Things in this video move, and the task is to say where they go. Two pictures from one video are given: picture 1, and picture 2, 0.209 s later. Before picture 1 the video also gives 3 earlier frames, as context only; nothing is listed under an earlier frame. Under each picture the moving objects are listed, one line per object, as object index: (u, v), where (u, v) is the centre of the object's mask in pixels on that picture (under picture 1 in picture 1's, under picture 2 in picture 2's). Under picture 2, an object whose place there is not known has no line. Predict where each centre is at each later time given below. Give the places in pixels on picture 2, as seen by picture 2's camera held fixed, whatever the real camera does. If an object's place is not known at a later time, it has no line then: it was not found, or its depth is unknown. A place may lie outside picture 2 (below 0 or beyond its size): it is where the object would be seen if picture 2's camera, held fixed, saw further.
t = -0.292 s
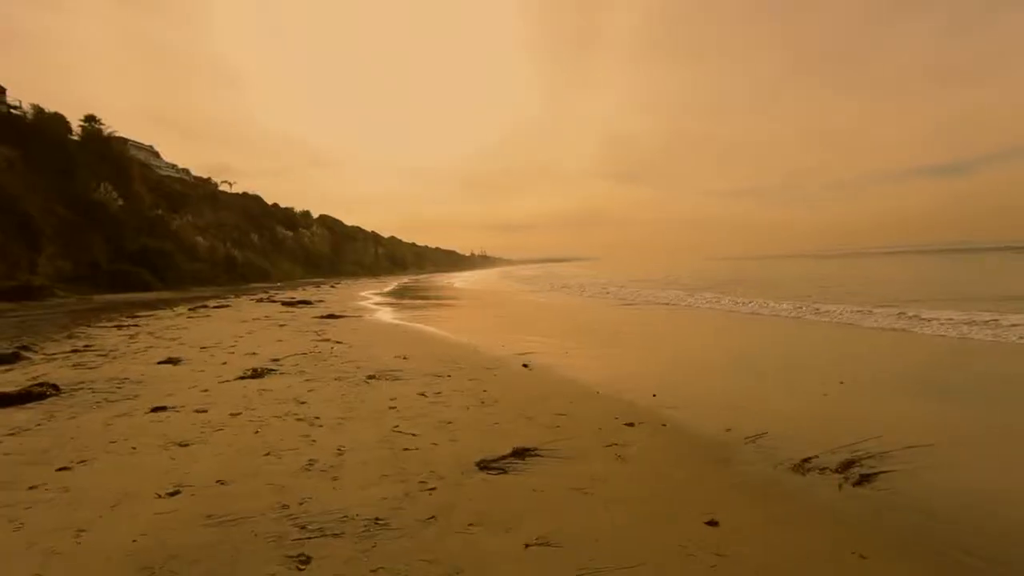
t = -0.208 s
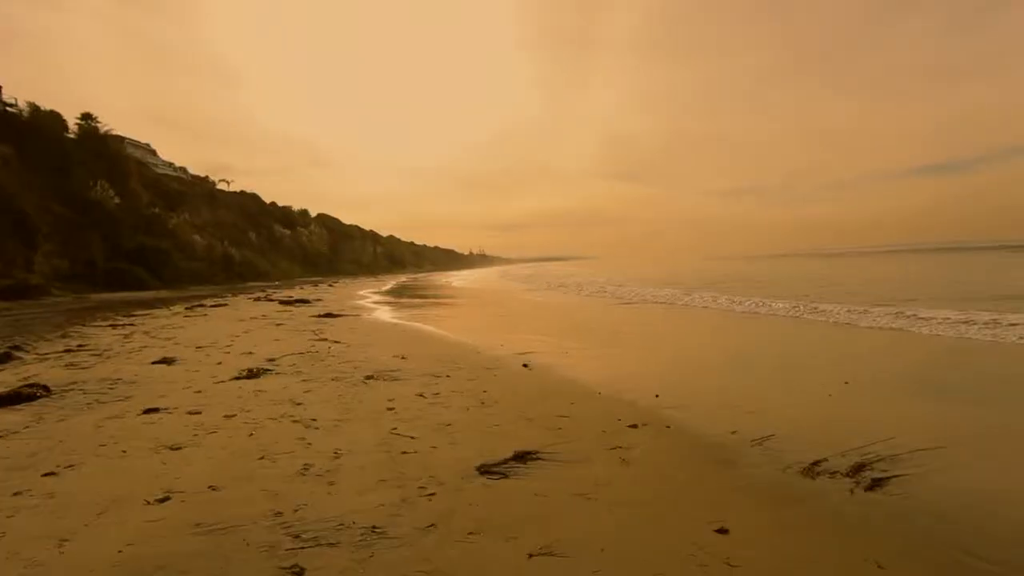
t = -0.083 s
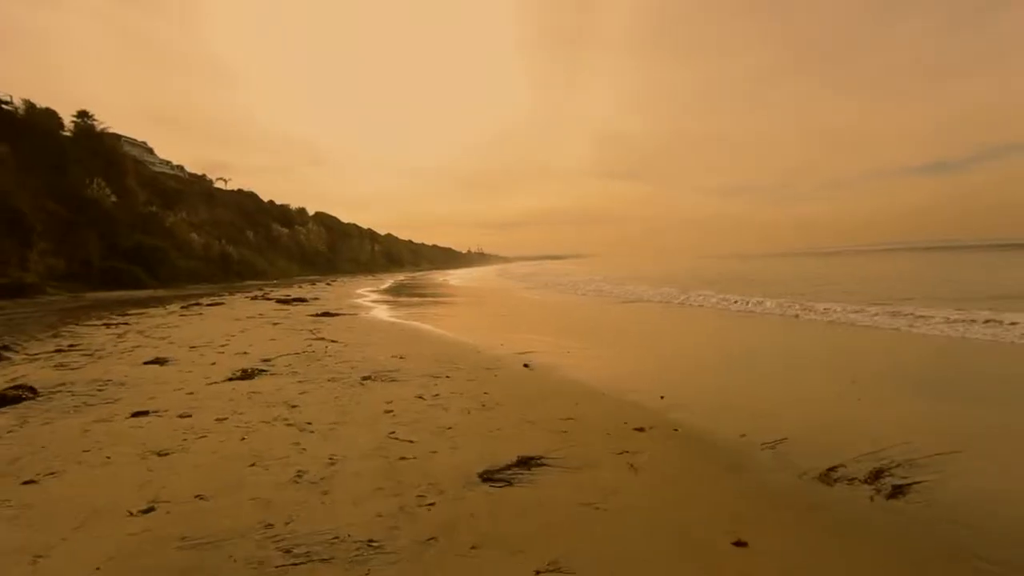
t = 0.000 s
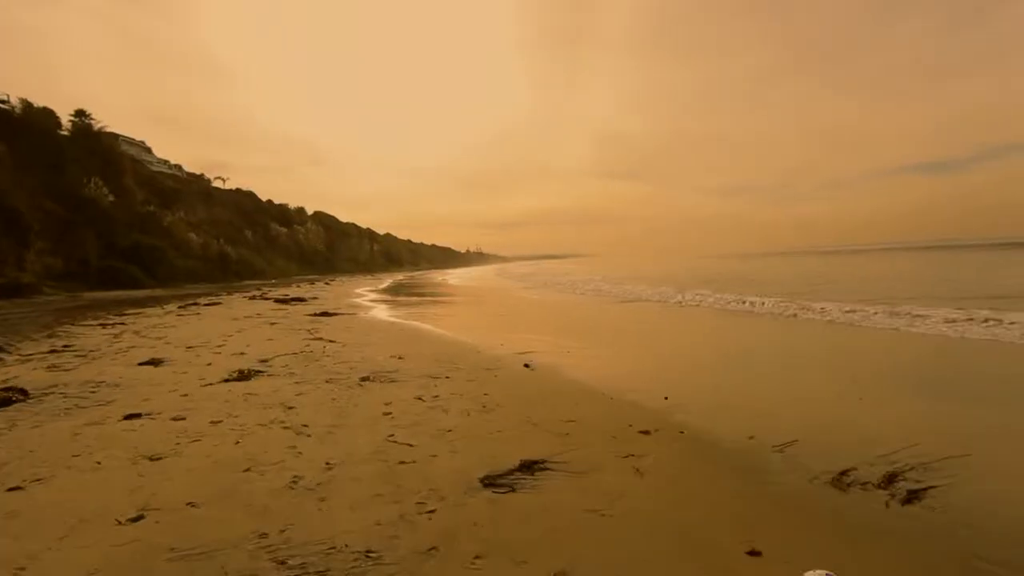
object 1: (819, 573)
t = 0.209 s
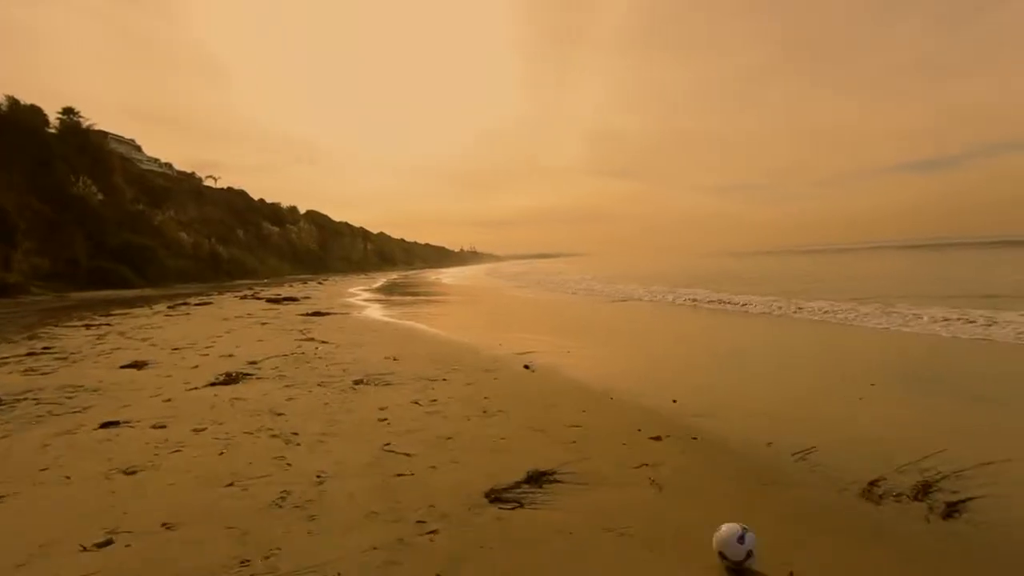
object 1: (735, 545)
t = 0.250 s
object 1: (715, 530)
